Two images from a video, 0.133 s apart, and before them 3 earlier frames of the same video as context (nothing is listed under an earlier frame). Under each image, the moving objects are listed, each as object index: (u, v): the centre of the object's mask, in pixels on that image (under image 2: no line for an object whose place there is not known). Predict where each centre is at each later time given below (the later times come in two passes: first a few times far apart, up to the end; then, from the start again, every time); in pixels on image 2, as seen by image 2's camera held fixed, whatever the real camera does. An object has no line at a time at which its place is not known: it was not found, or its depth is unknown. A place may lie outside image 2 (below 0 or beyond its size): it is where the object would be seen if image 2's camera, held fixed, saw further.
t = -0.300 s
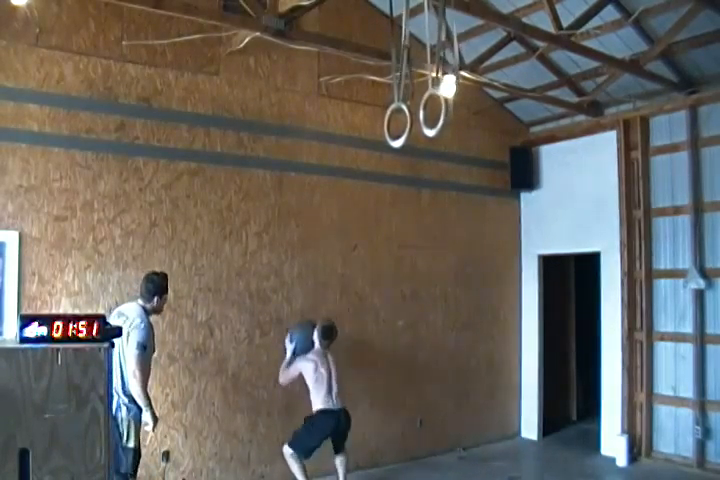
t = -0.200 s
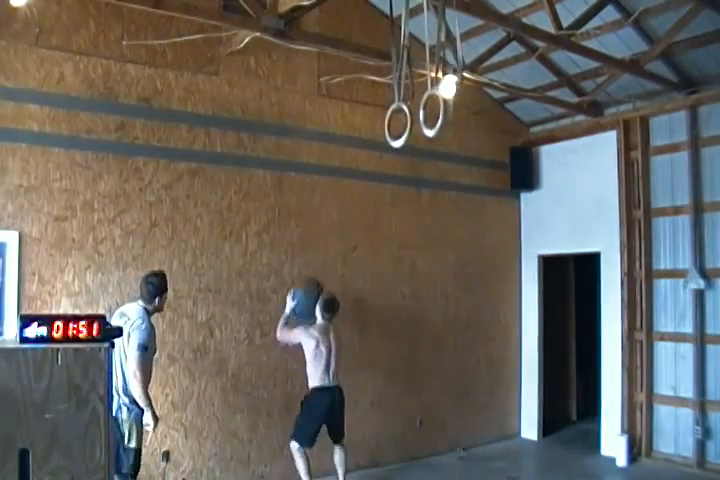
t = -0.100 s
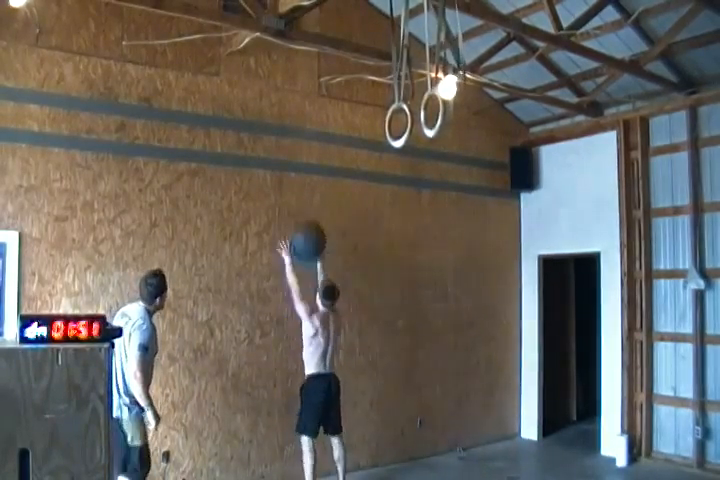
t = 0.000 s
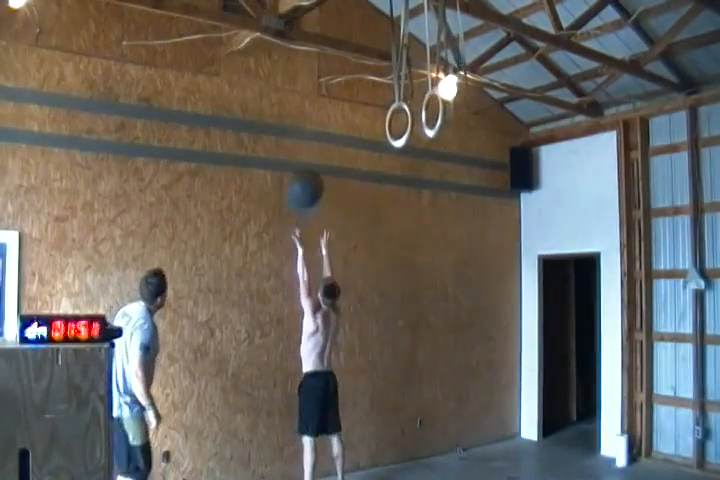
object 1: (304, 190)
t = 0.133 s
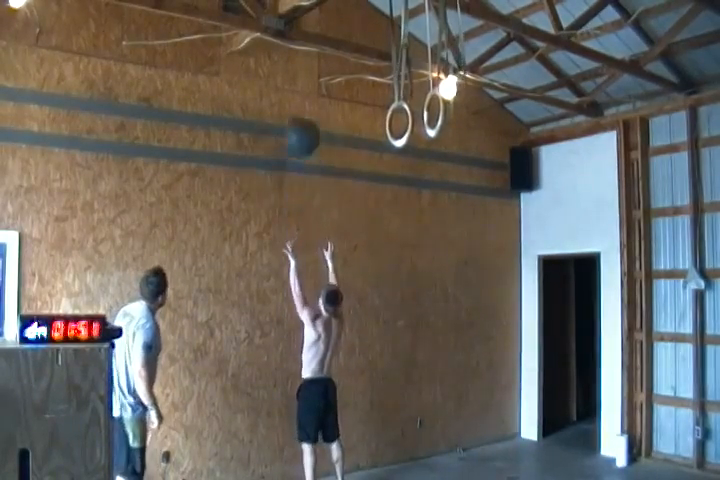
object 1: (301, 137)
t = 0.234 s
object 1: (298, 114)
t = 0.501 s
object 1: (291, 104)
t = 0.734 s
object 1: (291, 151)
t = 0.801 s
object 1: (291, 178)
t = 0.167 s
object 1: (300, 128)
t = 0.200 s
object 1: (299, 120)
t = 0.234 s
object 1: (298, 114)
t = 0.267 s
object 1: (298, 108)
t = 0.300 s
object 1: (297, 104)
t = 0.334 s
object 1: (296, 101)
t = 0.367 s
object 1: (295, 99)
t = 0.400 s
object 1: (294, 99)
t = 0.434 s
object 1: (293, 99)
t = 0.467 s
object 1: (293, 101)
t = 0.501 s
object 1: (291, 104)
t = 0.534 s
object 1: (292, 107)
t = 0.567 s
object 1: (292, 110)
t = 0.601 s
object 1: (293, 116)
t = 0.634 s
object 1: (293, 124)
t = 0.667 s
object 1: (293, 132)
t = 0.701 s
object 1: (292, 142)
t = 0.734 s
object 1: (291, 151)
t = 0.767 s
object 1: (291, 165)
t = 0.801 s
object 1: (291, 178)
